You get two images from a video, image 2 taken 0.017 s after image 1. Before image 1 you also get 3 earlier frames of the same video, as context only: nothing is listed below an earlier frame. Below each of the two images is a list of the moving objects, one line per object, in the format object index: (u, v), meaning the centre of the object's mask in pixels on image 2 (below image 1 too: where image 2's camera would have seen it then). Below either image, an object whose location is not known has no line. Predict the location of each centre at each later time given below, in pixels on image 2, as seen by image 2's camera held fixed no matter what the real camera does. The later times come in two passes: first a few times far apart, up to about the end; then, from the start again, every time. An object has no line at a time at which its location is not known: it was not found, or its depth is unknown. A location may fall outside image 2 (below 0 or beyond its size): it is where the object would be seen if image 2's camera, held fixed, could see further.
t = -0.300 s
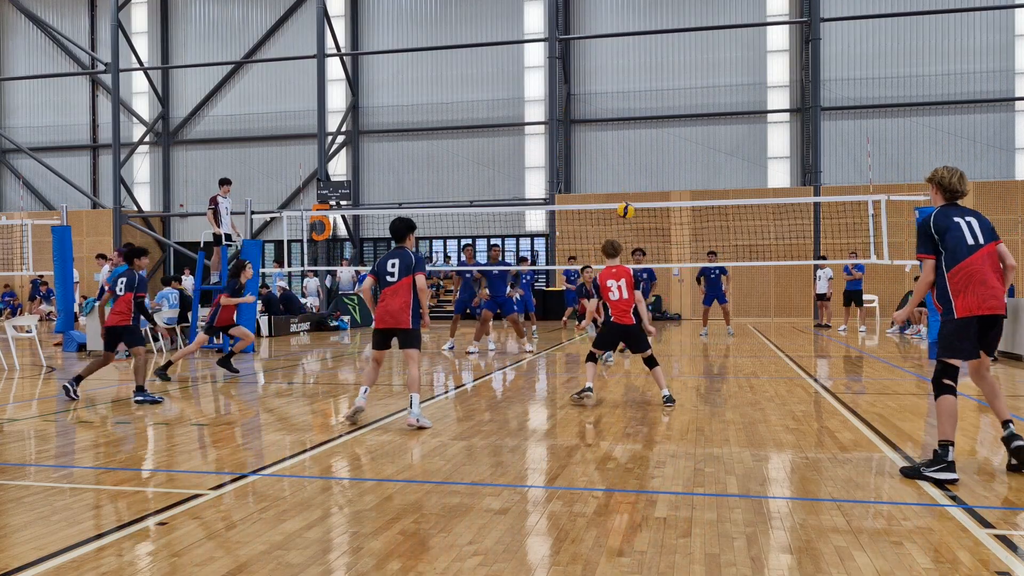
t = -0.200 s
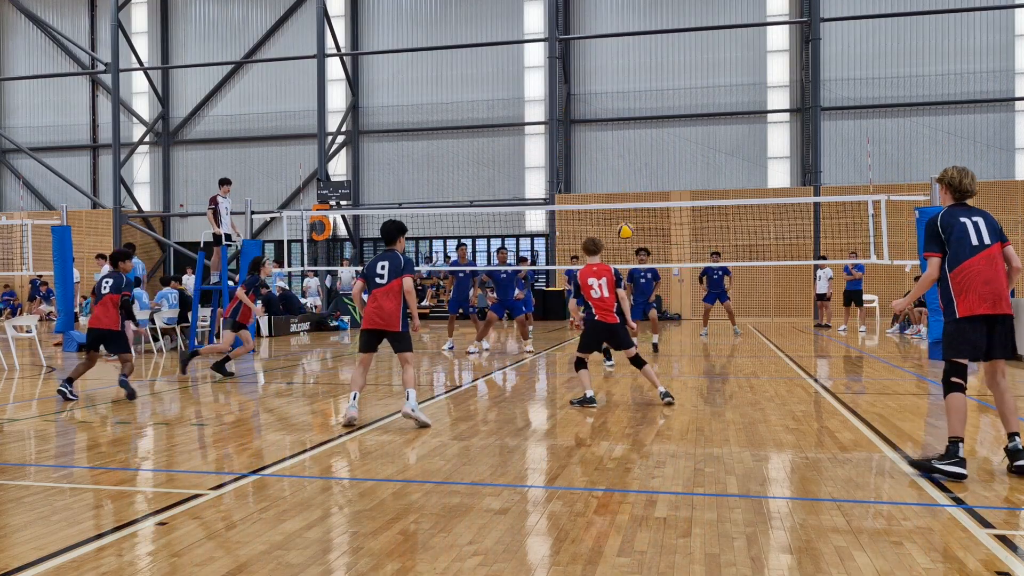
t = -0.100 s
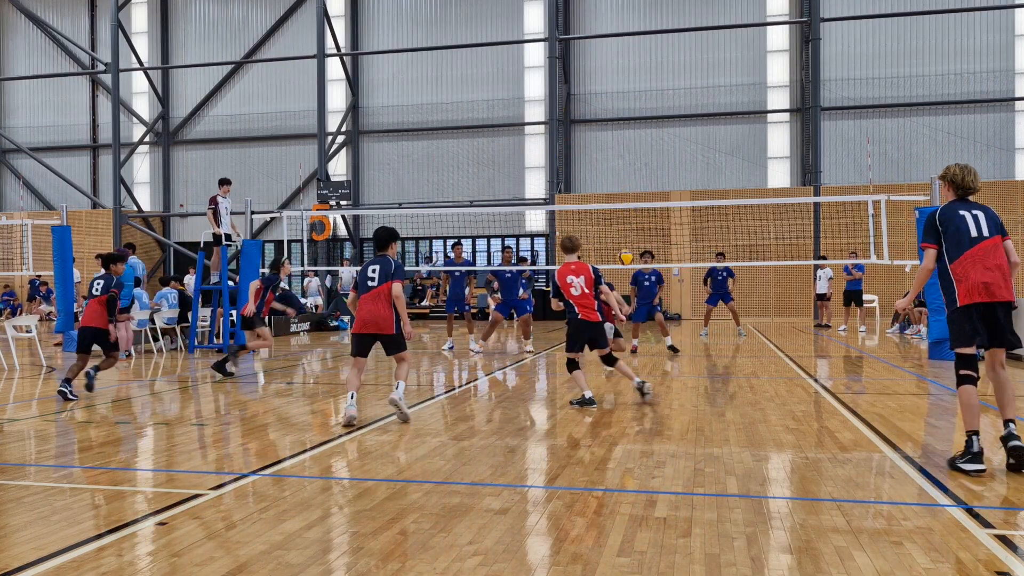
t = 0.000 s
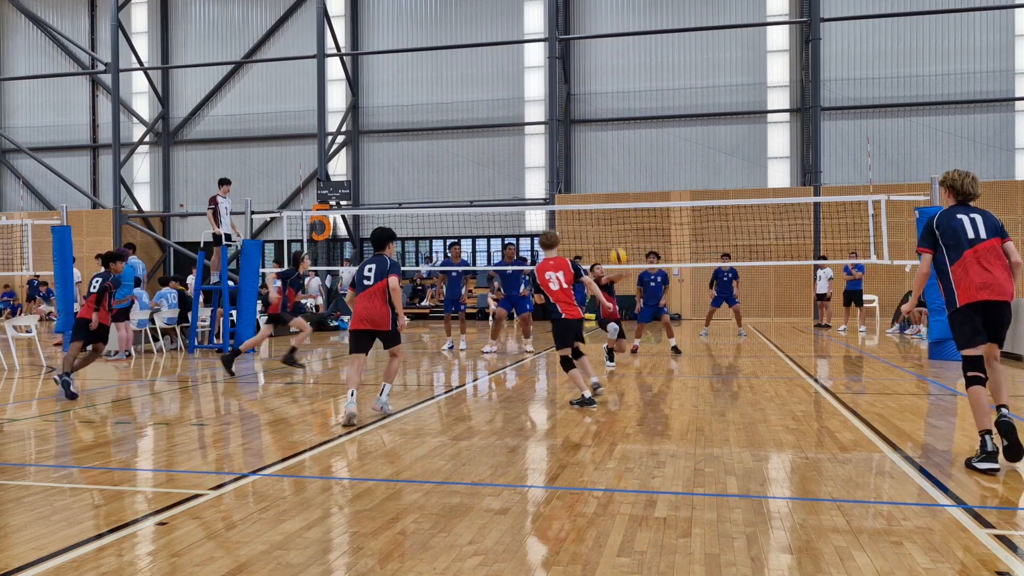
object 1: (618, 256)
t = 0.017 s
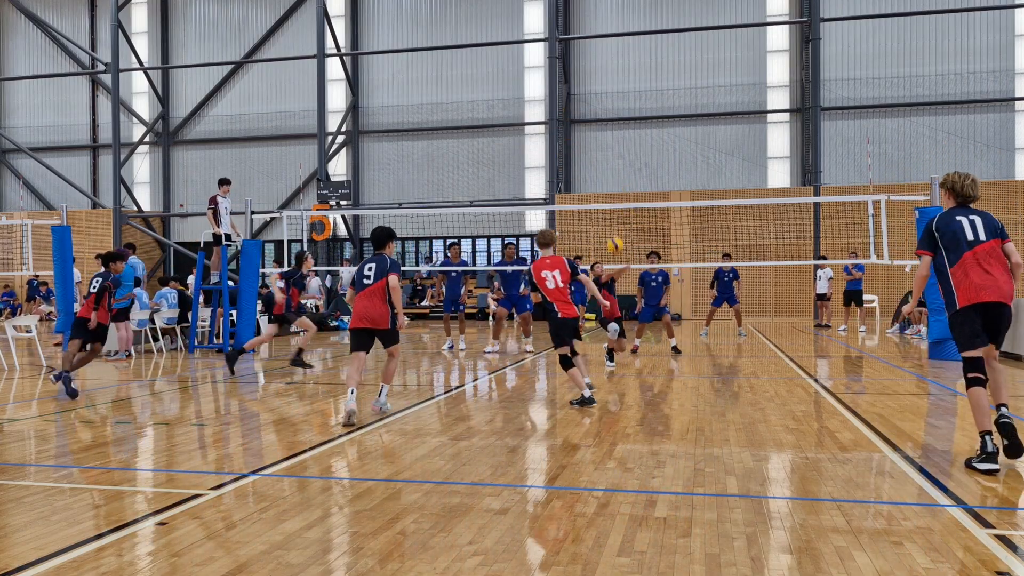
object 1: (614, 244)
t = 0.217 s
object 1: (577, 141)
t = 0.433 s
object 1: (540, 67)
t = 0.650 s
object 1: (506, 29)
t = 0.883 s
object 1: (472, 25)
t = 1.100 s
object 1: (443, 52)
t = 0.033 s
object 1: (612, 235)
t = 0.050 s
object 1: (608, 226)
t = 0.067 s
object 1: (605, 216)
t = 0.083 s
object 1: (603, 206)
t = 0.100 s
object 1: (599, 197)
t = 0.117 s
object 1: (596, 189)
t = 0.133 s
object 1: (593, 181)
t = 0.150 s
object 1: (590, 172)
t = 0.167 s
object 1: (587, 163)
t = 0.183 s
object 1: (584, 156)
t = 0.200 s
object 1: (580, 148)
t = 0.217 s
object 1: (577, 141)
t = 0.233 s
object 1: (574, 133)
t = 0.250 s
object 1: (572, 127)
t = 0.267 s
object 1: (569, 121)
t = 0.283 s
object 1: (566, 115)
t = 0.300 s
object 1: (563, 108)
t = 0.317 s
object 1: (560, 102)
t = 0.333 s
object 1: (557, 96)
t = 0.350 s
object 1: (555, 91)
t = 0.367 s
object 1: (552, 86)
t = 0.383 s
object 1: (549, 80)
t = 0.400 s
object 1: (547, 76)
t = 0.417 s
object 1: (544, 71)
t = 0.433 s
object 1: (540, 67)
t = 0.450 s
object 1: (538, 62)
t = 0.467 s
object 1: (535, 59)
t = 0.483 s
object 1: (532, 55)
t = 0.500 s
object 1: (529, 51)
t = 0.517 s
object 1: (527, 48)
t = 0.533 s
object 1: (524, 45)
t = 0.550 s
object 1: (521, 42)
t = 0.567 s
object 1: (519, 40)
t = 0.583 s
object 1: (516, 37)
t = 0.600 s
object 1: (514, 35)
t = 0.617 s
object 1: (511, 33)
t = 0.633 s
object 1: (508, 31)
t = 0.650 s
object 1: (506, 29)
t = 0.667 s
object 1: (503, 27)
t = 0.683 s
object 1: (501, 26)
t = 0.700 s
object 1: (498, 25)
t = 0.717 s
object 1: (496, 24)
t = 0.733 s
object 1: (494, 23)
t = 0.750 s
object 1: (491, 23)
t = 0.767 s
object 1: (489, 22)
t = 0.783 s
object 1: (486, 22)
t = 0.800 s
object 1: (484, 22)
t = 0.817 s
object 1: (481, 23)
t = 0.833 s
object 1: (479, 22)
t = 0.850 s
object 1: (477, 23)
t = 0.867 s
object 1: (474, 24)
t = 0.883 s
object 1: (472, 25)
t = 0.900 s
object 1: (470, 26)
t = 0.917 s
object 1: (468, 27)
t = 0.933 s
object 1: (465, 28)
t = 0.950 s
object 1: (463, 30)
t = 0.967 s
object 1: (461, 31)
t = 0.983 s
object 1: (459, 33)
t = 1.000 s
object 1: (456, 36)
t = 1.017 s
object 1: (454, 38)
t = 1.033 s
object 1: (451, 41)
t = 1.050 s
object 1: (450, 43)
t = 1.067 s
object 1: (447, 46)
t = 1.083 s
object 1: (445, 48)
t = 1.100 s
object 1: (443, 52)
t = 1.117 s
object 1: (441, 55)
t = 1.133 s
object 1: (439, 58)
